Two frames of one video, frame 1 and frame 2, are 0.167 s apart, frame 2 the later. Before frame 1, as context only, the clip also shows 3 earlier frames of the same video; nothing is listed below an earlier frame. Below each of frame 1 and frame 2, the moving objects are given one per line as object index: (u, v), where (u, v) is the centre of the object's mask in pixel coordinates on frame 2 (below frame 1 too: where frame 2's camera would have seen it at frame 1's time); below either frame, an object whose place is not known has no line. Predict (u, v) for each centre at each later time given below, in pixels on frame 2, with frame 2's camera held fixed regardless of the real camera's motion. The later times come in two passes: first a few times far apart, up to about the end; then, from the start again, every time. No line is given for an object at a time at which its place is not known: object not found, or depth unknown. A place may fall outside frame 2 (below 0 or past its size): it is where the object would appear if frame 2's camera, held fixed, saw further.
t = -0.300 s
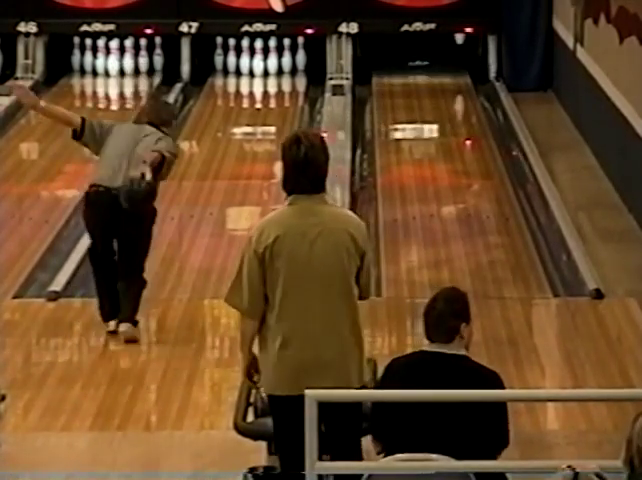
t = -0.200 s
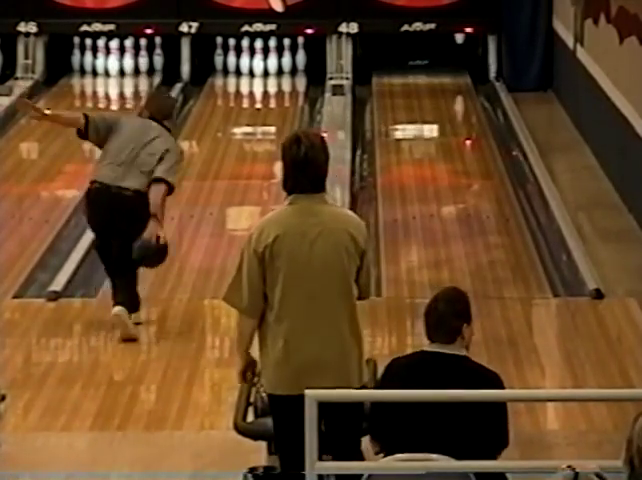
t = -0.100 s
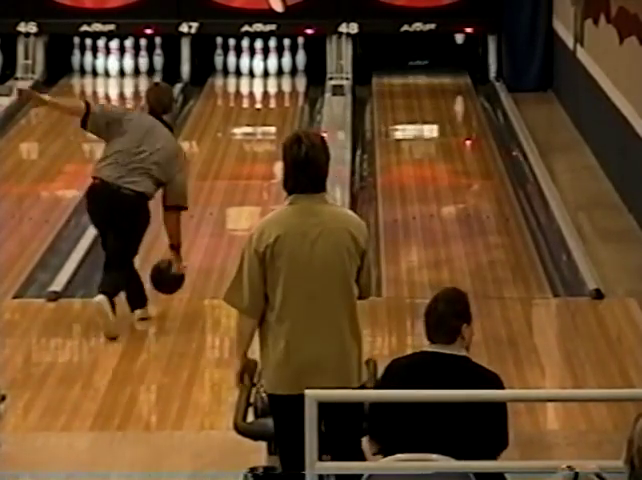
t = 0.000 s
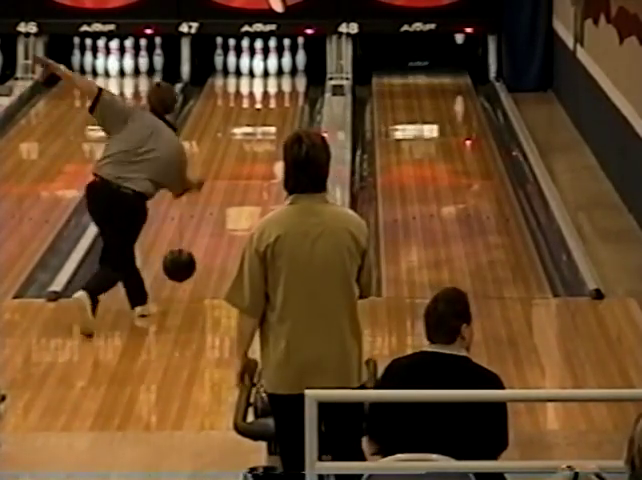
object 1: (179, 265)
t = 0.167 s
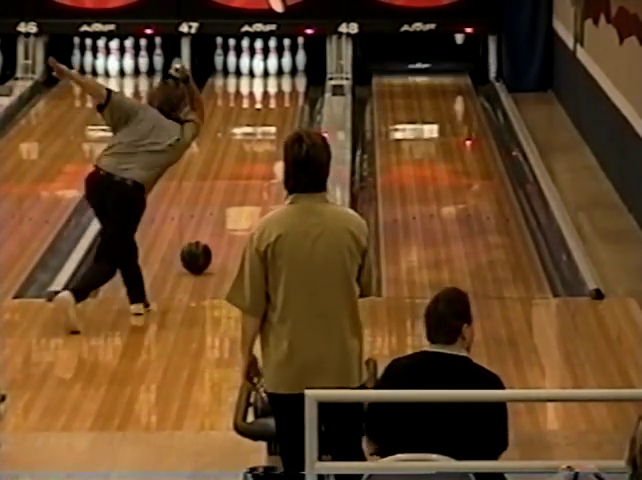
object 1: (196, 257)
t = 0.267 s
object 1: (205, 243)
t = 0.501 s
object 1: (223, 212)
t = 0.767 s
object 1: (240, 182)
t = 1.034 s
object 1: (254, 156)
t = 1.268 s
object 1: (264, 136)
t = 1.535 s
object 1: (272, 116)
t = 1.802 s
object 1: (276, 98)
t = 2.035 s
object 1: (275, 85)
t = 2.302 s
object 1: (270, 73)
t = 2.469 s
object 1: (265, 66)
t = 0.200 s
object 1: (199, 252)
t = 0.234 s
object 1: (202, 248)
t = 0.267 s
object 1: (205, 243)
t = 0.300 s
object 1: (208, 239)
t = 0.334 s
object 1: (210, 234)
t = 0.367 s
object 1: (213, 229)
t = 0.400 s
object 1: (216, 224)
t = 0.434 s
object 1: (218, 220)
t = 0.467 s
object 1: (221, 216)
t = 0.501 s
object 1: (223, 212)
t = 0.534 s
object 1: (225, 208)
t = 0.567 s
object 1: (228, 204)
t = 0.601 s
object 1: (230, 200)
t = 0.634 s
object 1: (232, 196)
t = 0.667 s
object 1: (234, 192)
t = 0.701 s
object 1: (237, 189)
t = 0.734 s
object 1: (239, 185)
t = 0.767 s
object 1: (240, 182)
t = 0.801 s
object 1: (242, 178)
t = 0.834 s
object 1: (244, 175)
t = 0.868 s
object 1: (246, 171)
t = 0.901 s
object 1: (247, 168)
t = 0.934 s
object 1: (249, 165)
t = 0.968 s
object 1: (251, 162)
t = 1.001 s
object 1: (252, 159)
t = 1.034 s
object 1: (254, 156)
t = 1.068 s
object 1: (256, 153)
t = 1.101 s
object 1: (257, 150)
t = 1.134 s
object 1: (258, 147)
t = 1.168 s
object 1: (260, 145)
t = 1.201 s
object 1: (261, 142)
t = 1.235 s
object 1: (263, 139)
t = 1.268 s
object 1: (264, 136)
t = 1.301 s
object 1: (265, 133)
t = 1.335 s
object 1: (266, 131)
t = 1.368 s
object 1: (267, 129)
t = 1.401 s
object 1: (269, 126)
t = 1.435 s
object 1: (269, 124)
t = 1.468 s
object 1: (270, 120)
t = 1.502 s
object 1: (271, 118)
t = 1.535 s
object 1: (272, 116)
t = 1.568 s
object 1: (273, 113)
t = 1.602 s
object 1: (274, 112)
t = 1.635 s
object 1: (275, 109)
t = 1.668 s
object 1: (275, 106)
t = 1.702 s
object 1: (275, 104)
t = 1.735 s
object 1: (276, 102)
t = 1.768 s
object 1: (276, 100)
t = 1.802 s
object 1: (276, 98)
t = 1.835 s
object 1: (276, 96)
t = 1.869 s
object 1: (276, 94)
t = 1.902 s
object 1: (276, 93)
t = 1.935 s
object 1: (276, 91)
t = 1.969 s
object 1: (276, 89)
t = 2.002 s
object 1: (275, 87)
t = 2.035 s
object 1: (275, 85)
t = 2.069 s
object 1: (275, 84)
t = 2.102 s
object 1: (274, 81)
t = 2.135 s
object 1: (273, 80)
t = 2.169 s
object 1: (273, 78)
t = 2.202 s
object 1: (272, 77)
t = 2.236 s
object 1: (272, 75)
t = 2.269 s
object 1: (271, 74)
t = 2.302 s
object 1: (270, 73)
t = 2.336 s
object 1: (268, 71)
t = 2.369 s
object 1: (267, 70)
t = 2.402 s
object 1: (265, 69)
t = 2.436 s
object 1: (265, 68)
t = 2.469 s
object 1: (265, 66)
